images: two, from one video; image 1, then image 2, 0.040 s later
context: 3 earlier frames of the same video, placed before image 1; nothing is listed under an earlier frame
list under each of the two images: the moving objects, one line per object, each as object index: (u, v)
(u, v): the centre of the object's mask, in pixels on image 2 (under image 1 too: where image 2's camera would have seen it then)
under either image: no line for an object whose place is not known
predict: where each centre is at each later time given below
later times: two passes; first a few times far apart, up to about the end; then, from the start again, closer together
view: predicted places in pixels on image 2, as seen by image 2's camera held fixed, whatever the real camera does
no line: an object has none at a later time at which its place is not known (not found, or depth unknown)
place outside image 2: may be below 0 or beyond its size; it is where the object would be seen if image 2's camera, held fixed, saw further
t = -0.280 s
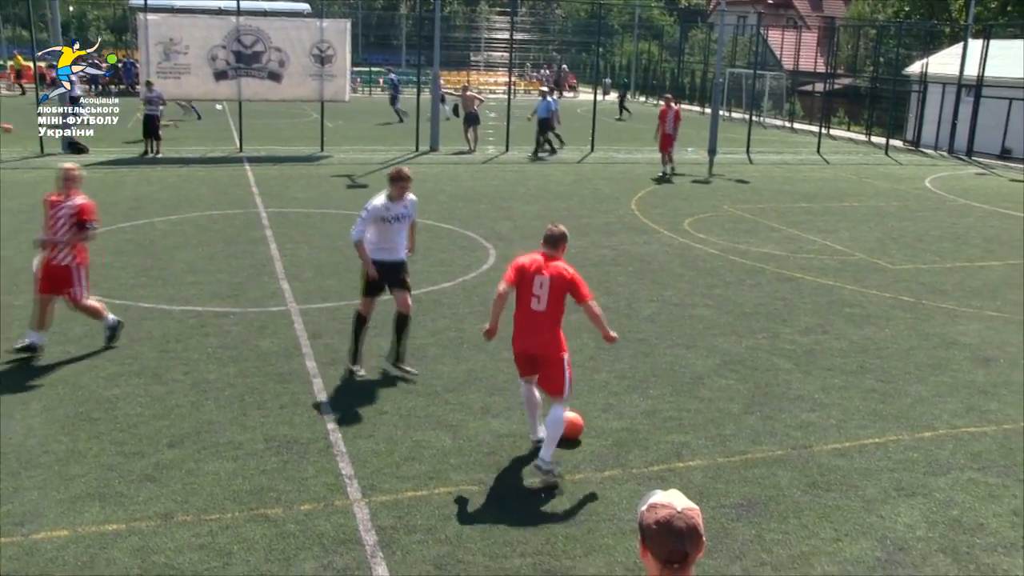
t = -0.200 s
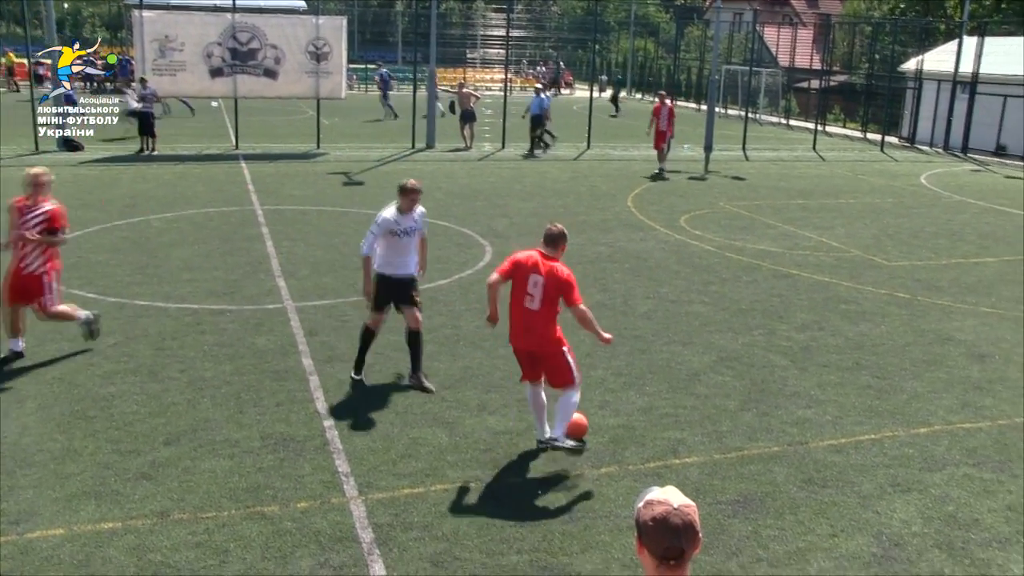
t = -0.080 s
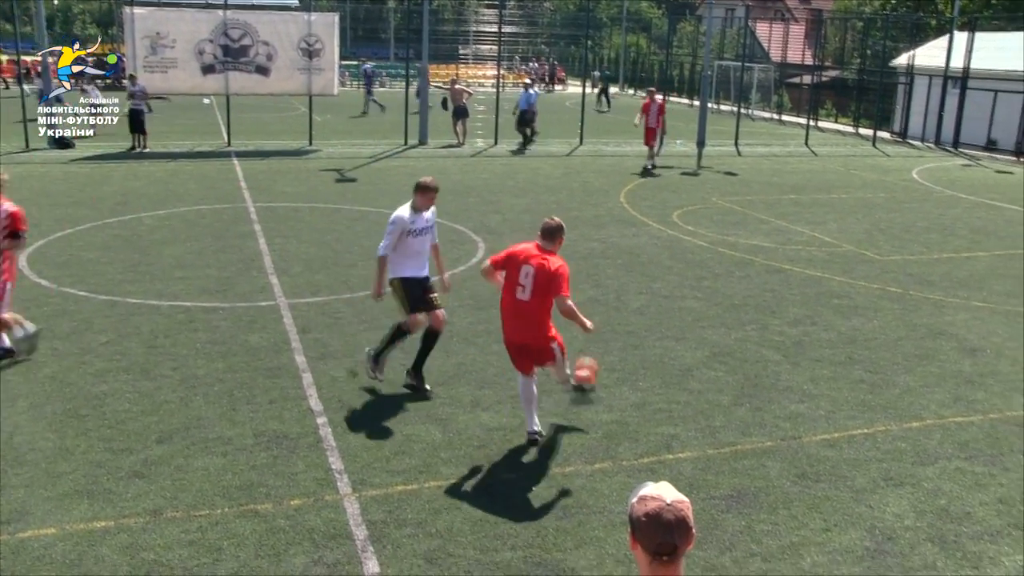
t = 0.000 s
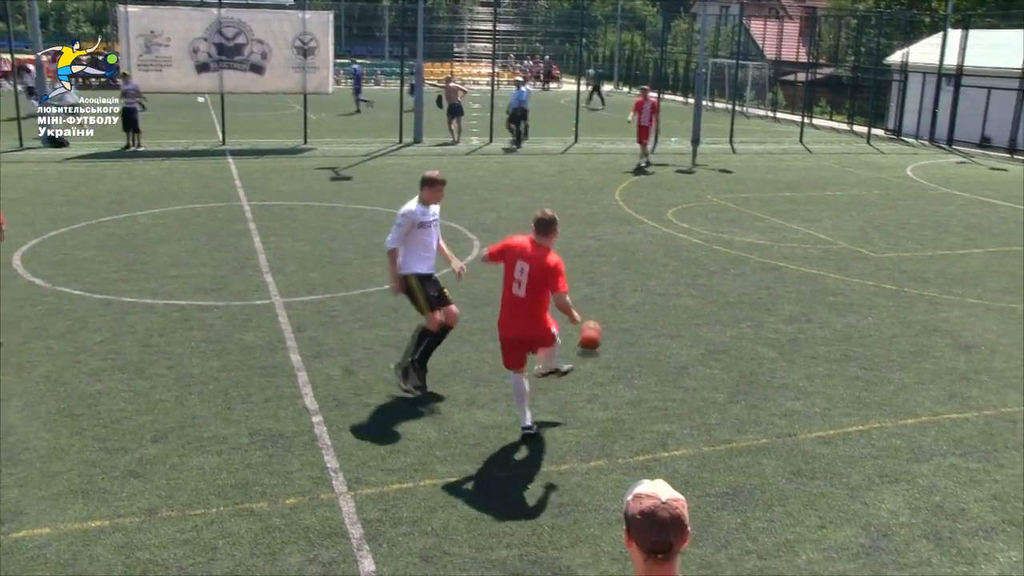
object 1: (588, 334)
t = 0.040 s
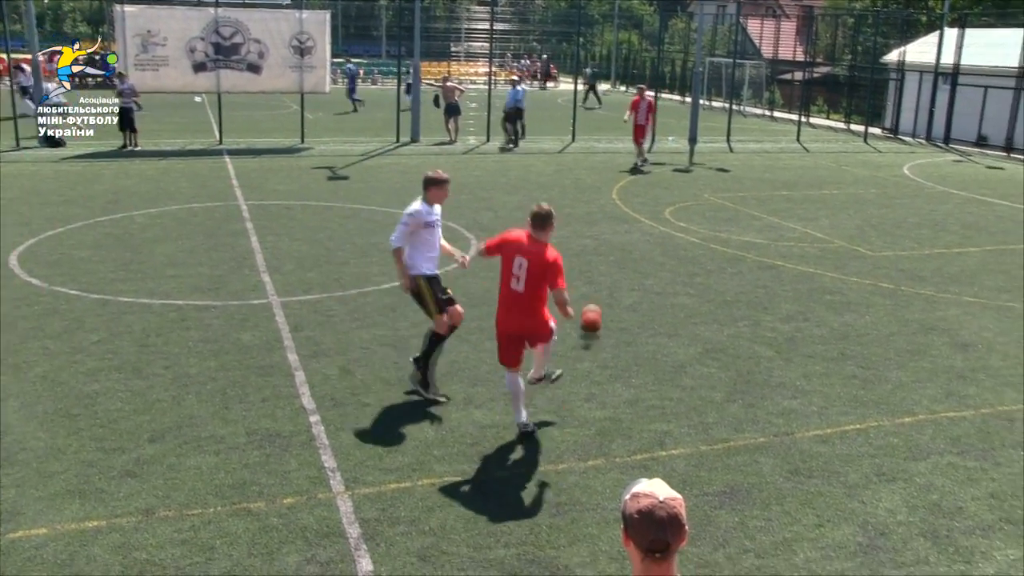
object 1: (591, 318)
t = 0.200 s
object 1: (601, 272)
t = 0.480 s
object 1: (604, 225)
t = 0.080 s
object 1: (594, 305)
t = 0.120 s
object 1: (597, 293)
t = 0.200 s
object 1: (601, 272)
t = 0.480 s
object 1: (604, 225)
